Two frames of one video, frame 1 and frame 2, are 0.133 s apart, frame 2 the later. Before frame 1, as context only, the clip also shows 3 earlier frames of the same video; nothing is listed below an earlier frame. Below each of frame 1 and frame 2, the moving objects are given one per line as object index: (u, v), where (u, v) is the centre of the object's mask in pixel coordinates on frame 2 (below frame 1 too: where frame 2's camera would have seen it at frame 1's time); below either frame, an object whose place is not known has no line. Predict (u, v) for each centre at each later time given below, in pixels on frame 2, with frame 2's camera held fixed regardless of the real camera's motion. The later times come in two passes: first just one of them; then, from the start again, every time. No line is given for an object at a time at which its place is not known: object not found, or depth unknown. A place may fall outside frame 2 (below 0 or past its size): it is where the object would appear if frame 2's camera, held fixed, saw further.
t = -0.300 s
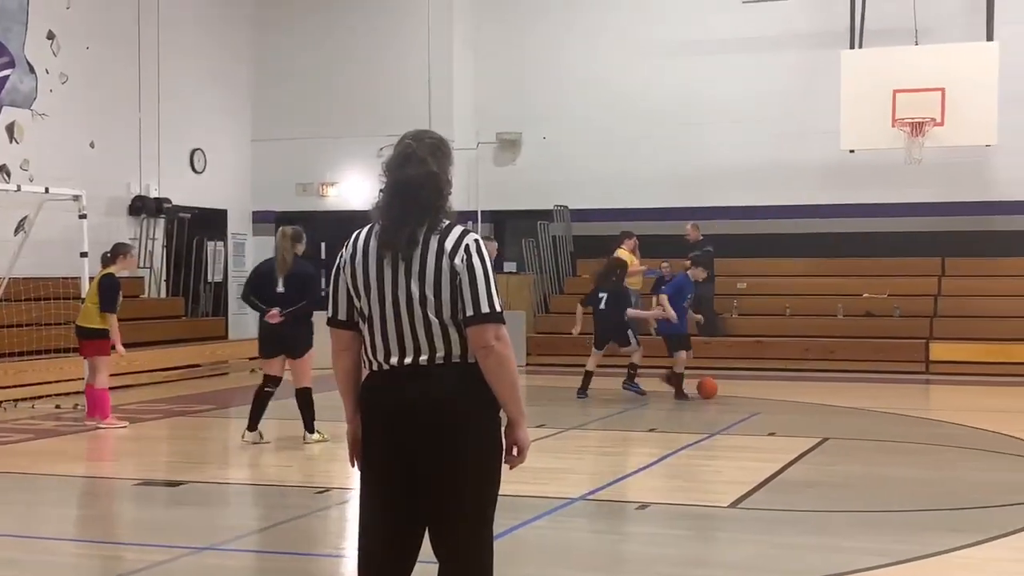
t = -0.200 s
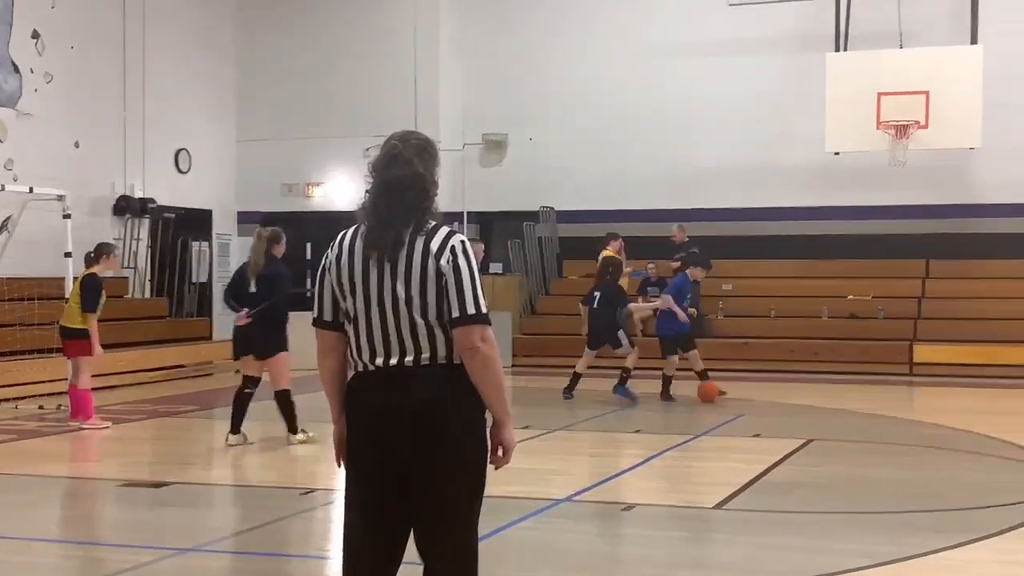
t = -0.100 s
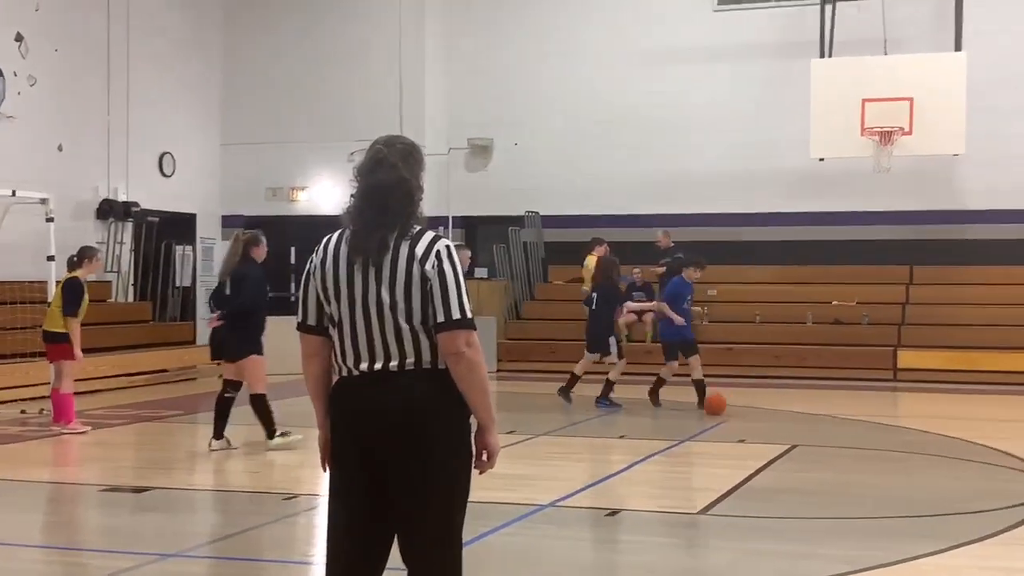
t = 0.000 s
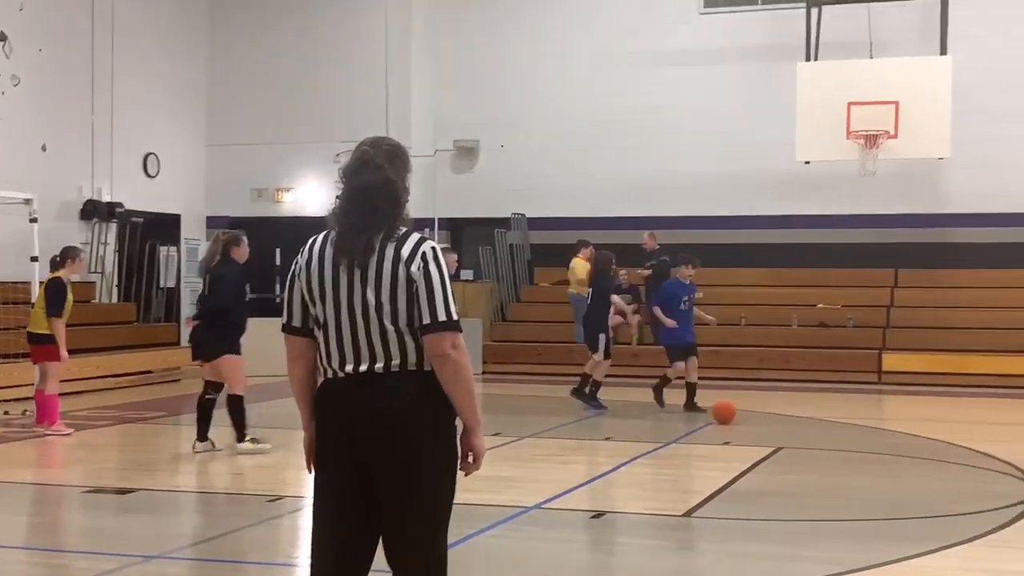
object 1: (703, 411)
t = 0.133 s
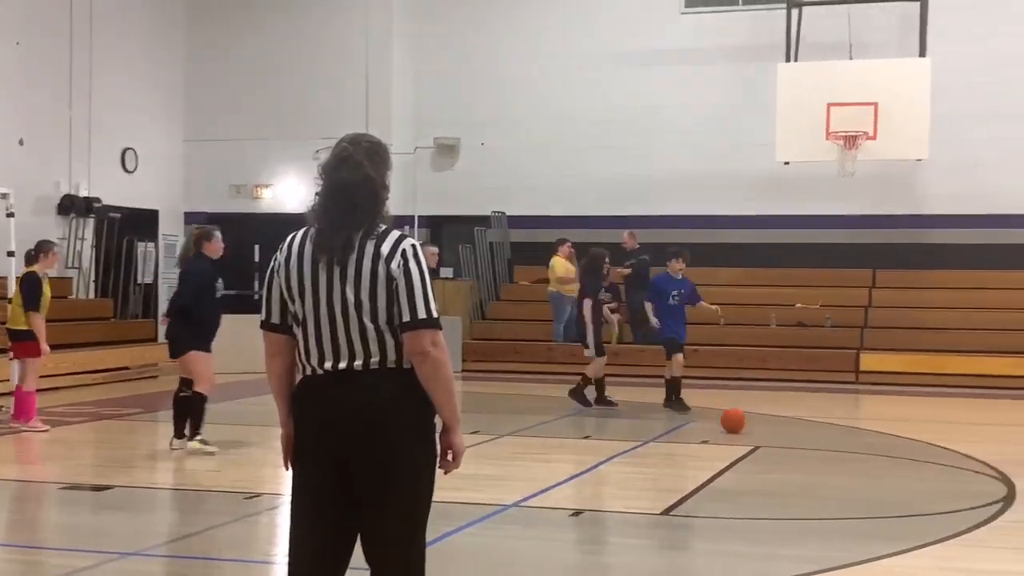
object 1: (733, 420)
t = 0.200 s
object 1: (748, 425)
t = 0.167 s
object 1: (740, 423)
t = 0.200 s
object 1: (748, 425)
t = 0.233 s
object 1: (756, 428)
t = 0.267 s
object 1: (763, 430)
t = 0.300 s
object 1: (771, 433)
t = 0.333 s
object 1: (779, 434)
